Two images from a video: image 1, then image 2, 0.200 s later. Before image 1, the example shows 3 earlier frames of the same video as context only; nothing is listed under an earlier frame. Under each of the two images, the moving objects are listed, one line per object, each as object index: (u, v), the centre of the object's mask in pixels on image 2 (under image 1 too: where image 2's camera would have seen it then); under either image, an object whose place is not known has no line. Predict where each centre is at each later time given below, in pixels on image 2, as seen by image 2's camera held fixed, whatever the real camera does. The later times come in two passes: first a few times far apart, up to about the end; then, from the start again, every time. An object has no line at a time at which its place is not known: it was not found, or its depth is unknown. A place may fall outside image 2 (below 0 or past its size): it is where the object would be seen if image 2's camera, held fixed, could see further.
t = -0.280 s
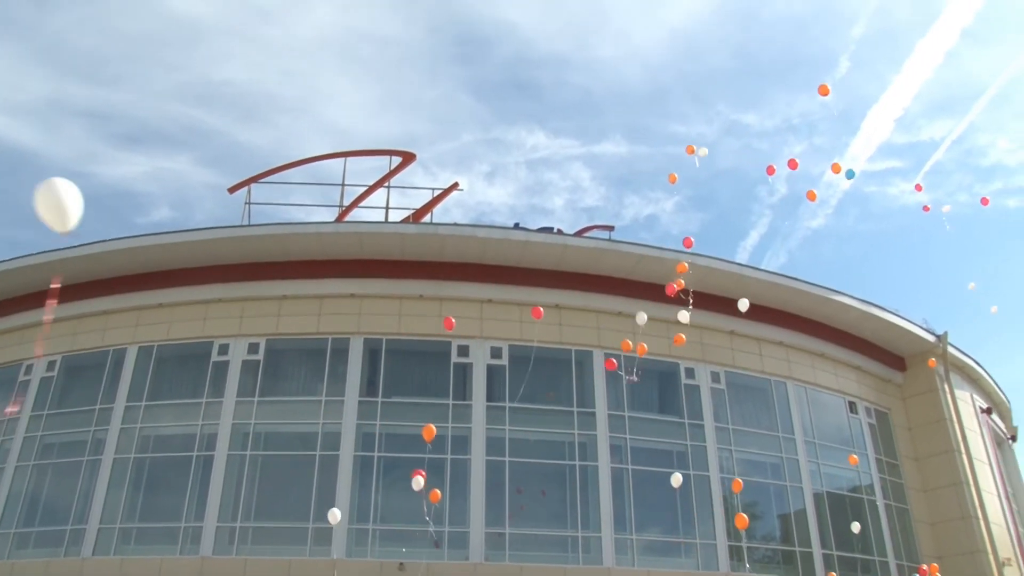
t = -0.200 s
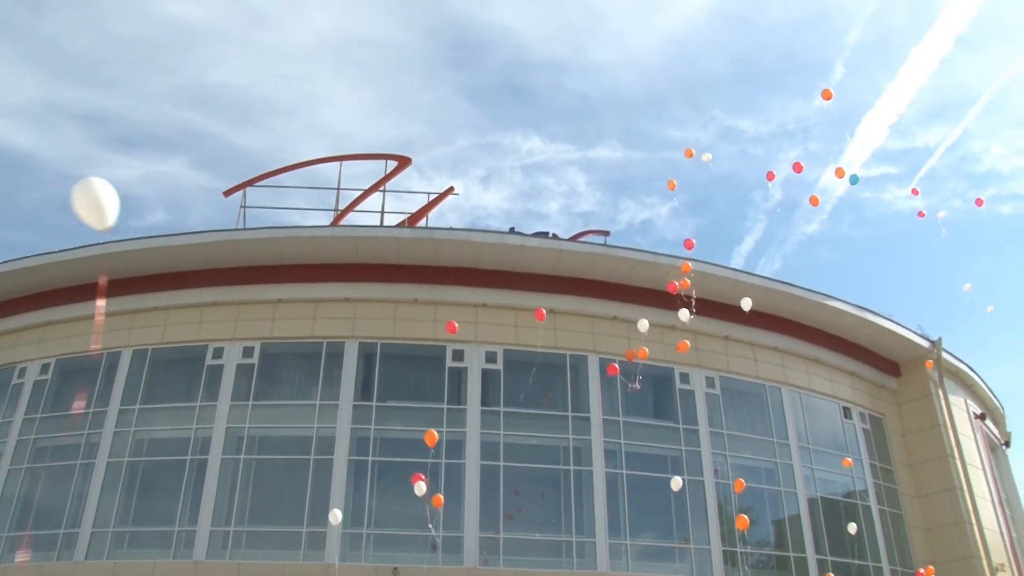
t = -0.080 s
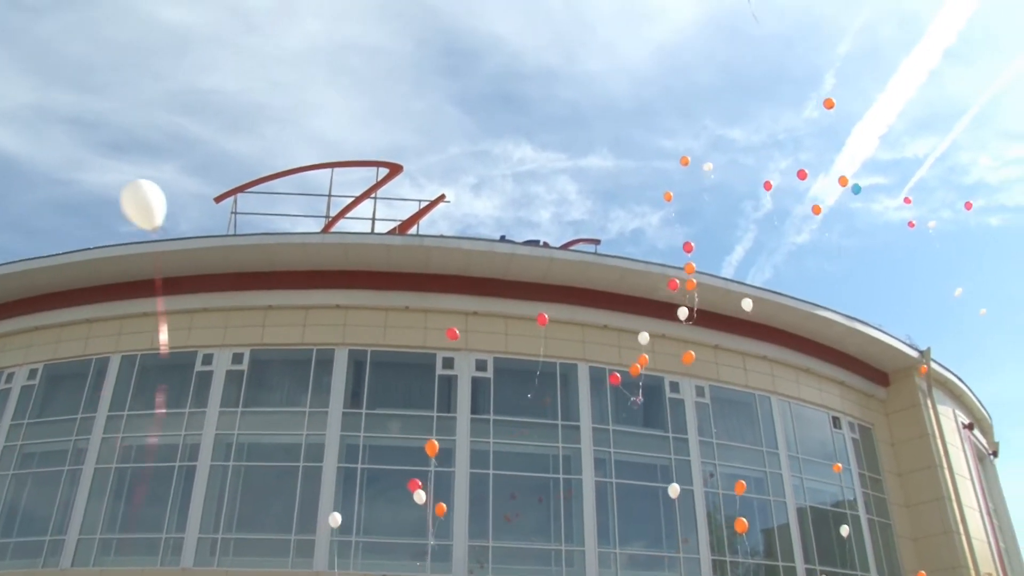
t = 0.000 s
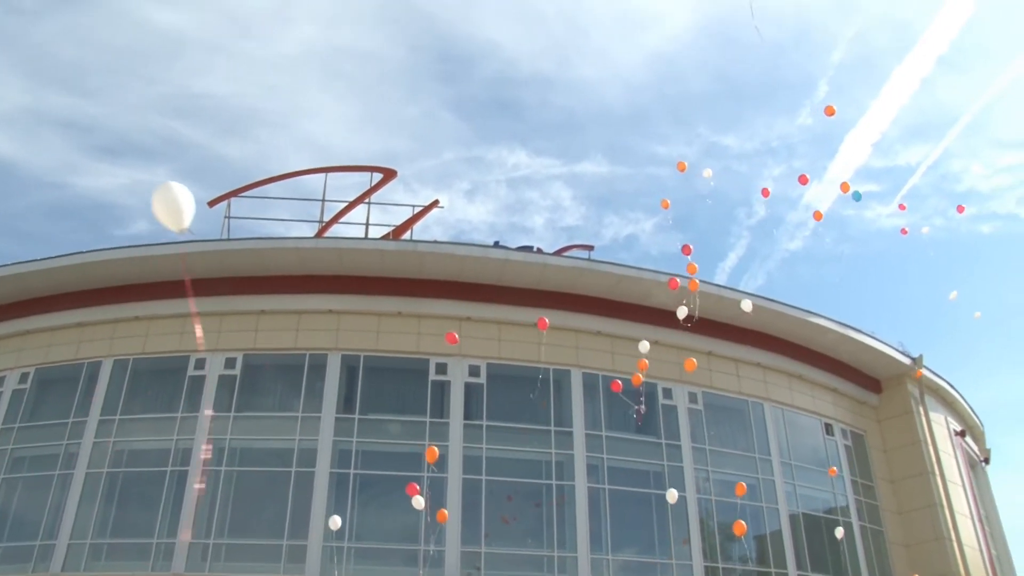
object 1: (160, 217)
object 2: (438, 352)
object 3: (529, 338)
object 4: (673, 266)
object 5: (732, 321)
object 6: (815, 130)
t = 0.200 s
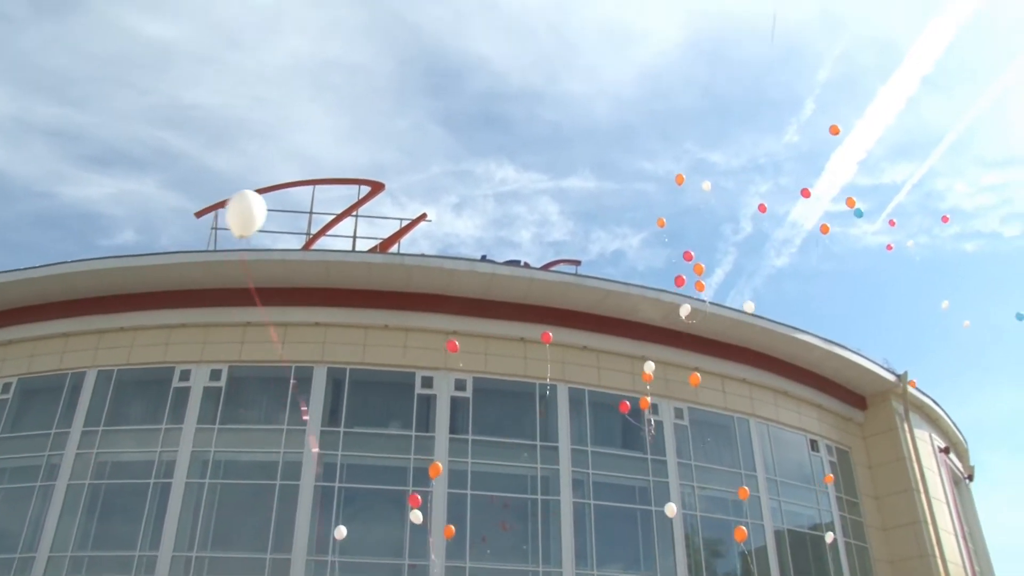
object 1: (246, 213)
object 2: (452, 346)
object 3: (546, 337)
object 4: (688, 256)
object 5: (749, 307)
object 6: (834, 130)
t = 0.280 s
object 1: (278, 211)
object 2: (459, 343)
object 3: (554, 337)
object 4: (695, 252)
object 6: (842, 130)
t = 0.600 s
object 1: (409, 201)
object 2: (496, 331)
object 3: (590, 336)
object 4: (725, 239)
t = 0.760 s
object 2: (515, 328)
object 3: (611, 336)
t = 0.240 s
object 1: (262, 212)
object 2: (455, 344)
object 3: (550, 337)
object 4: (691, 254)
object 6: (839, 130)
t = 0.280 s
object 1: (278, 211)
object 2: (459, 343)
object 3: (554, 337)
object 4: (695, 252)
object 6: (842, 130)
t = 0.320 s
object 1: (294, 210)
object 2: (463, 341)
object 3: (558, 337)
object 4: (699, 250)
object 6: (847, 130)
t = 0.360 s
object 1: (310, 209)
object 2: (466, 340)
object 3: (562, 337)
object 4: (702, 249)
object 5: (762, 295)
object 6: (850, 130)
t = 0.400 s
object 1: (326, 208)
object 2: (471, 337)
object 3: (567, 337)
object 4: (706, 247)
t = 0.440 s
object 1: (342, 206)
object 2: (476, 336)
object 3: (571, 336)
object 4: (710, 245)
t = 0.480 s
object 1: (359, 204)
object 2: (481, 334)
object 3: (575, 336)
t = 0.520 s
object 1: (375, 204)
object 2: (486, 333)
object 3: (580, 336)
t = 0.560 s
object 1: (392, 202)
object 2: (491, 332)
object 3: (585, 336)
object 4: (721, 241)
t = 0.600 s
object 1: (409, 201)
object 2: (496, 331)
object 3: (590, 336)
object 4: (725, 239)
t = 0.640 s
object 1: (426, 200)
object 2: (501, 330)
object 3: (595, 336)
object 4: (729, 237)
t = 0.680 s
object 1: (443, 199)
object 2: (506, 329)
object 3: (600, 336)
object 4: (734, 236)
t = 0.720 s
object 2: (511, 328)
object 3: (606, 336)
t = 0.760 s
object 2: (515, 328)
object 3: (611, 336)
